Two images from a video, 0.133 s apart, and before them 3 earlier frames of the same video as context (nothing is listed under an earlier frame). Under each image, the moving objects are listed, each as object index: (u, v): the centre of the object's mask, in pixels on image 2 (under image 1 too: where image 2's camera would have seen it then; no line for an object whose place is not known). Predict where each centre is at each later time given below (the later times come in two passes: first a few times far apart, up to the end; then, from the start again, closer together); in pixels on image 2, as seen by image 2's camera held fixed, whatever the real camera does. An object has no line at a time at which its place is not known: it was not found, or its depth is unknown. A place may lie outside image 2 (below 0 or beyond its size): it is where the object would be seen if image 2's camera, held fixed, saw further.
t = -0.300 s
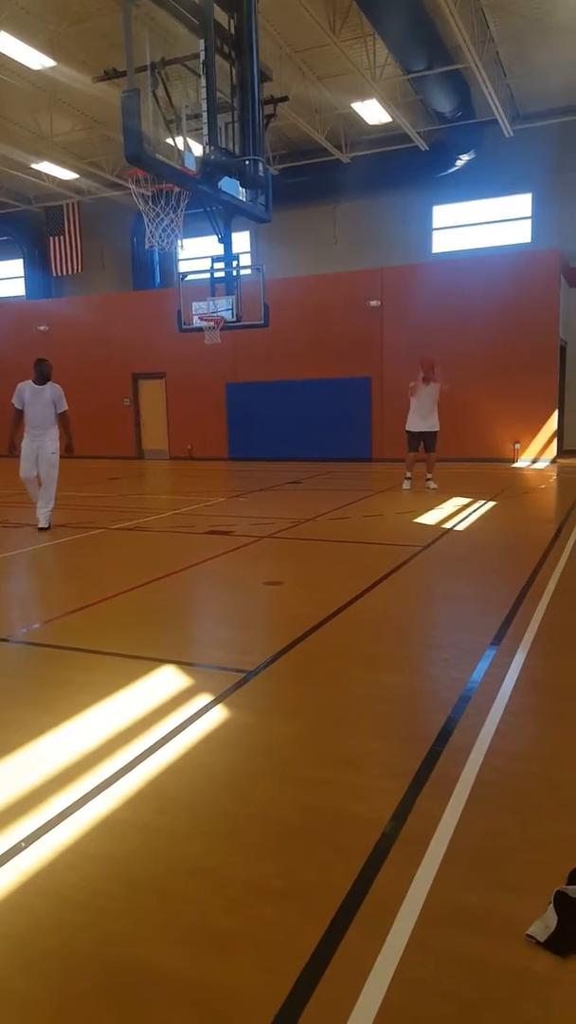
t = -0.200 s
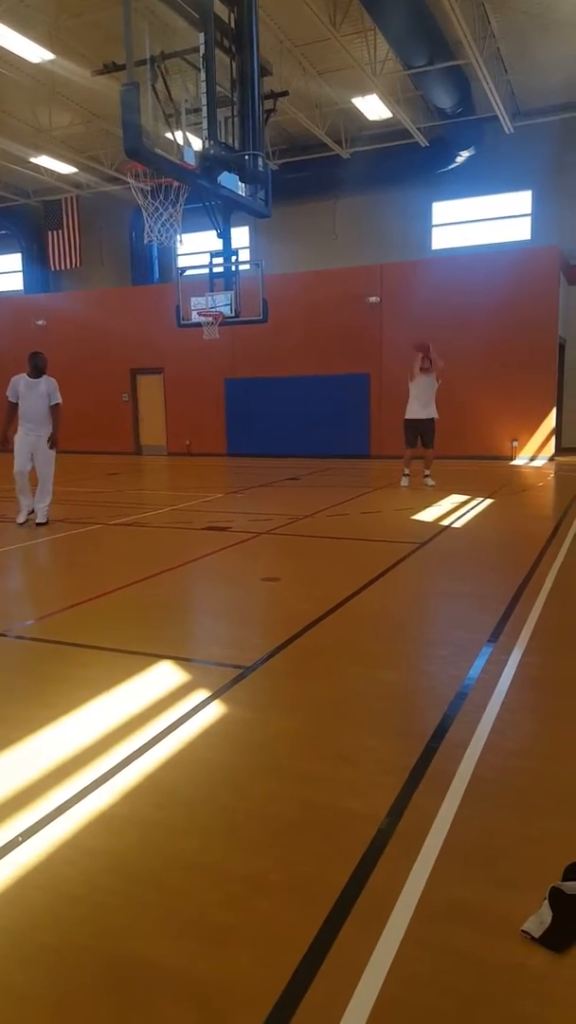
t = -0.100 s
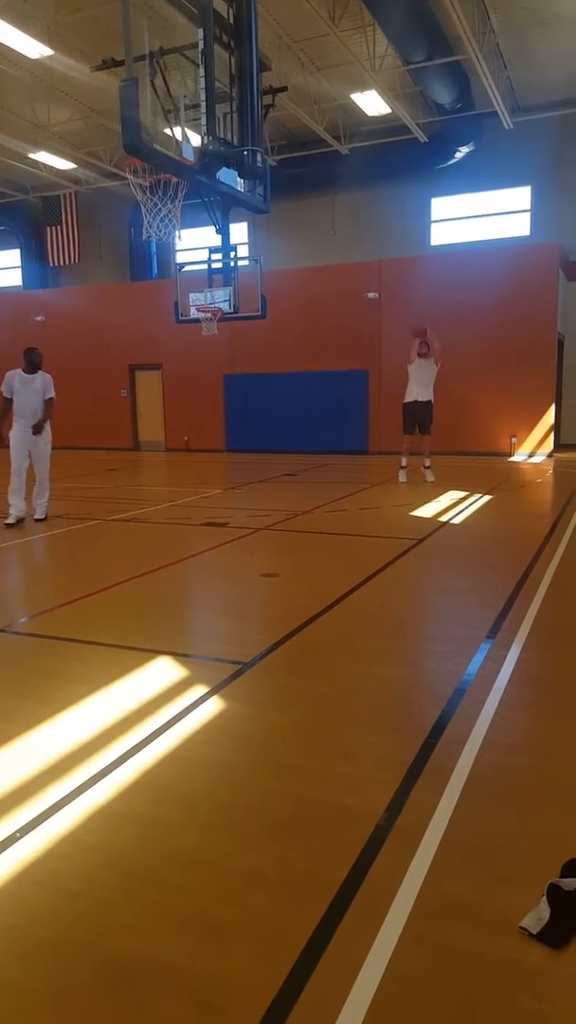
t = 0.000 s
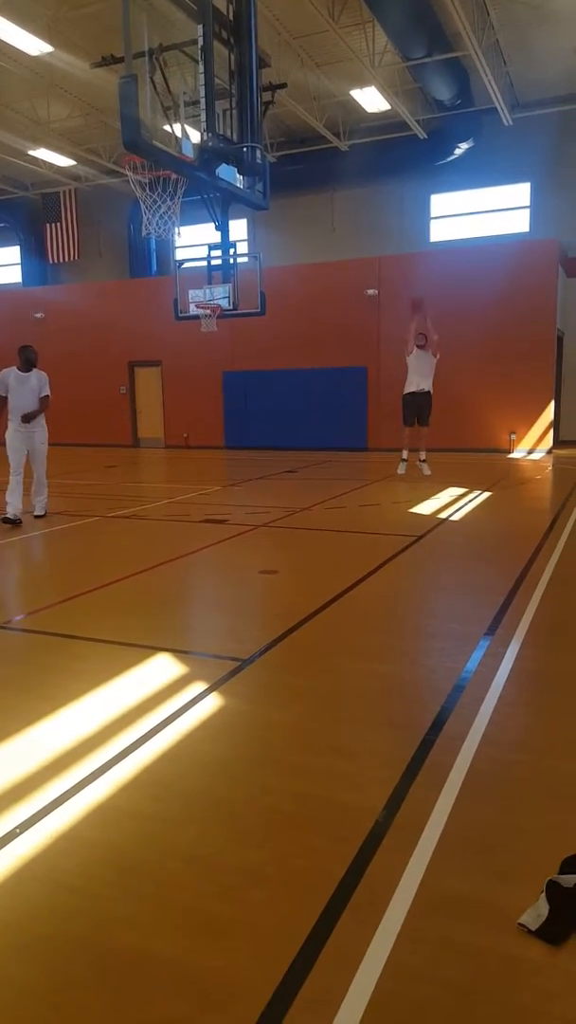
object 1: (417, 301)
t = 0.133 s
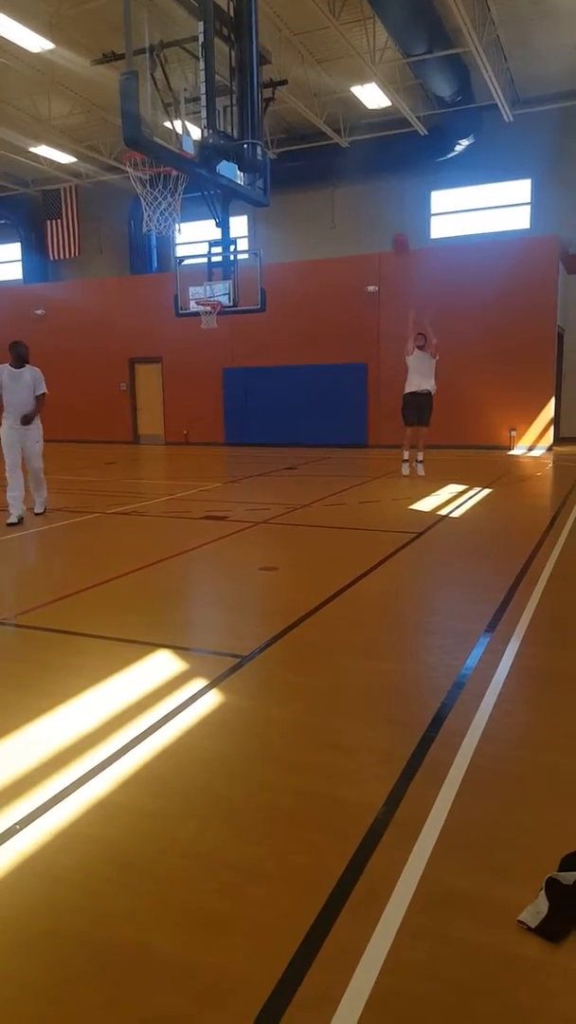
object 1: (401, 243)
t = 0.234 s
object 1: (384, 208)
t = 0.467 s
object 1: (341, 130)
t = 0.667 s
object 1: (292, 93)
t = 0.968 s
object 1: (190, 110)
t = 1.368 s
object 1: (143, 227)
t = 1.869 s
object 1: (178, 527)
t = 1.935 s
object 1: (184, 525)
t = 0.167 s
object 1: (395, 231)
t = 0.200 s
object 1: (389, 219)
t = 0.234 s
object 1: (384, 208)
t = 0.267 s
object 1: (380, 193)
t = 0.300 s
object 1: (373, 181)
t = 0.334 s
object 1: (368, 168)
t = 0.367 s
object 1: (361, 158)
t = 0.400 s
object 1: (355, 148)
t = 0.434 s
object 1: (348, 135)
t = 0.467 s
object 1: (341, 130)
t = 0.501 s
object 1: (334, 122)
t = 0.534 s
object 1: (326, 115)
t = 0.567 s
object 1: (317, 107)
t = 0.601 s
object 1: (310, 102)
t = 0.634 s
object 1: (302, 97)
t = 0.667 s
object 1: (292, 93)
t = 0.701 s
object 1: (283, 90)
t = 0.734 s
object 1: (275, 87)
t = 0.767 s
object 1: (269, 86)
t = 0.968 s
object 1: (190, 110)
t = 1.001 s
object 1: (181, 119)
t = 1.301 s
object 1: (144, 204)
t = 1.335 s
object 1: (144, 222)
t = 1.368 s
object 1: (143, 227)
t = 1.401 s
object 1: (145, 232)
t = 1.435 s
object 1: (145, 244)
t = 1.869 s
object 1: (178, 527)
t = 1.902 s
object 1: (181, 549)
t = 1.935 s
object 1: (184, 525)
